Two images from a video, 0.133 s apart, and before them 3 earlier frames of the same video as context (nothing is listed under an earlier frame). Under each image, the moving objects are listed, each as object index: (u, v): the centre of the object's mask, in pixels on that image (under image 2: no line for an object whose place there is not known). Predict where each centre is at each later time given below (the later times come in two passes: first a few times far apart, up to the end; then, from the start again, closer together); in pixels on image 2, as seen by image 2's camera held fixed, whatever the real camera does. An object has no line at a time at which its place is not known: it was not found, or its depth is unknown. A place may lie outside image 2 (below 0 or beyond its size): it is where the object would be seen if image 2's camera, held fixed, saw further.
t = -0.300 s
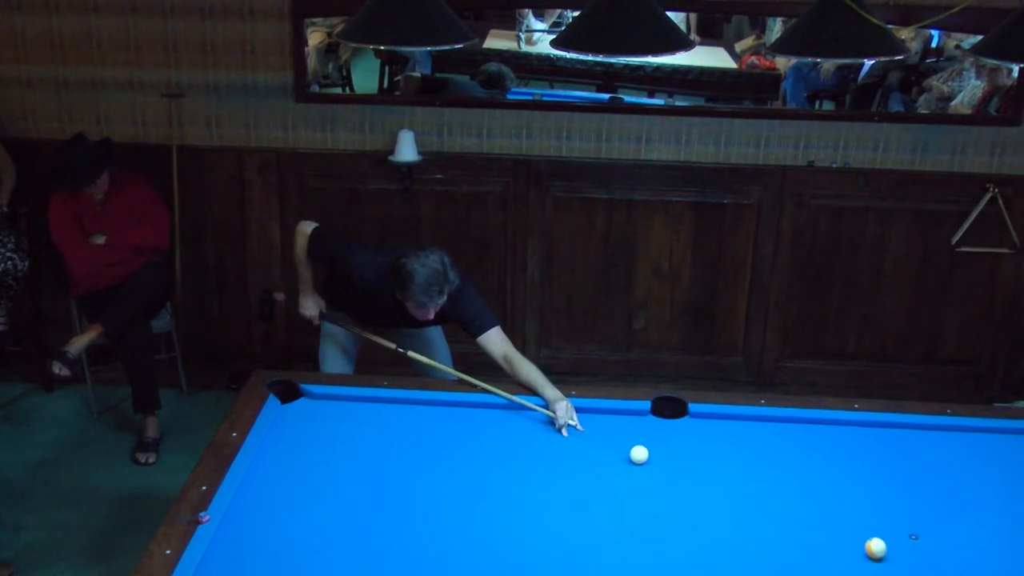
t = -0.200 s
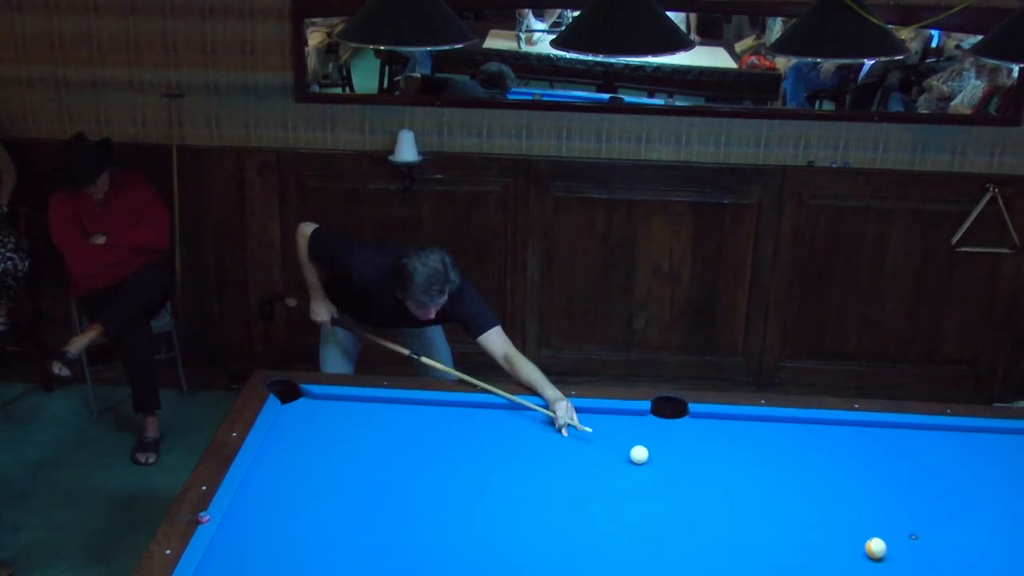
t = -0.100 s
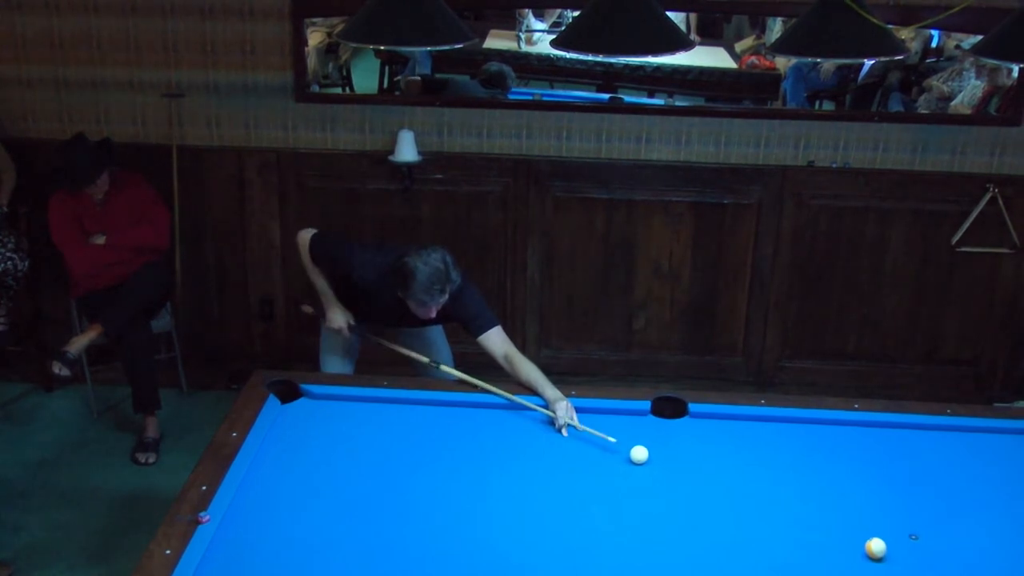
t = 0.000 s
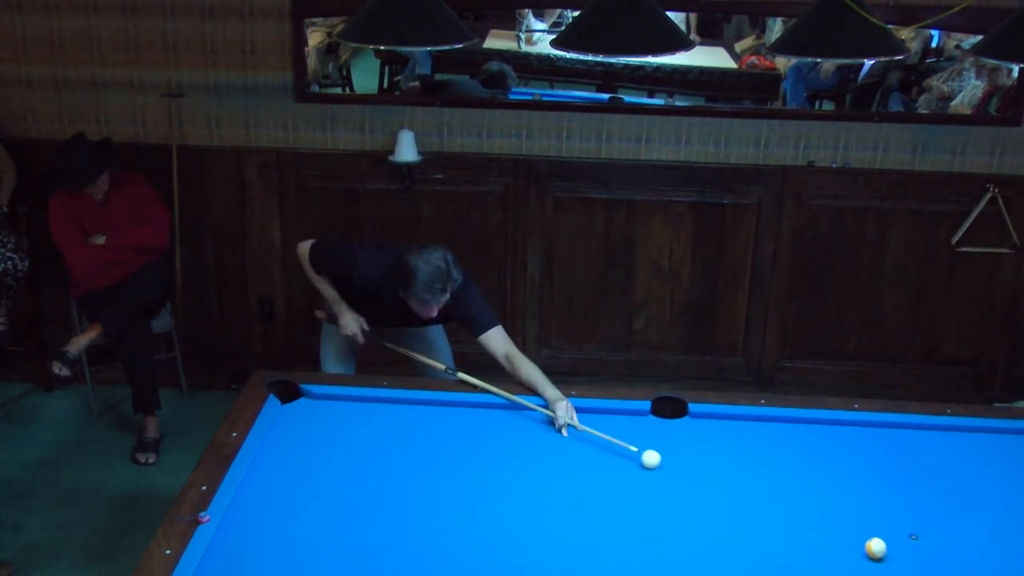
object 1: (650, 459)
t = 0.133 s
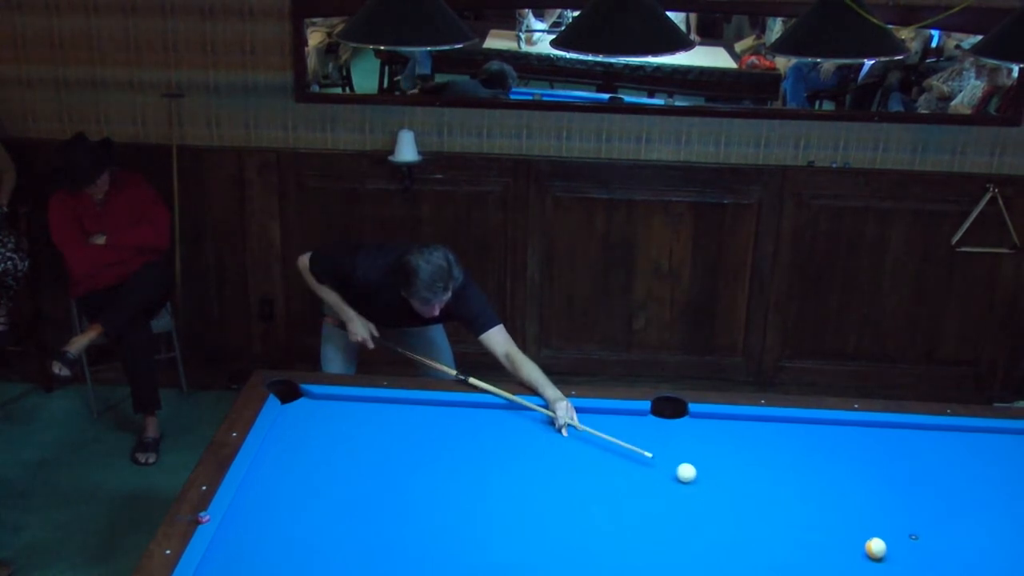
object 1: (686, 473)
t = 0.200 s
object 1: (704, 480)
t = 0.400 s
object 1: (760, 502)
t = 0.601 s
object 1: (817, 525)
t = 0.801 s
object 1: (857, 542)
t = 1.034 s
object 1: (870, 547)
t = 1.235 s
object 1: (880, 552)
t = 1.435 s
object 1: (889, 556)
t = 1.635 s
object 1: (897, 560)
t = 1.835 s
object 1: (904, 563)
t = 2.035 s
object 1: (909, 565)
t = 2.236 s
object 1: (914, 566)
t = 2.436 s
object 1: (917, 567)
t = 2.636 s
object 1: (919, 567)
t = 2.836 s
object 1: (919, 567)
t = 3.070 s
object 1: (919, 567)
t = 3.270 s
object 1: (919, 567)
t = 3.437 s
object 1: (919, 567)
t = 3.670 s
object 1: (919, 567)
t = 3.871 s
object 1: (919, 567)
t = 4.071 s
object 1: (919, 567)
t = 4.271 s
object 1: (919, 567)
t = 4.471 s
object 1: (919, 567)
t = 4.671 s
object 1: (919, 567)
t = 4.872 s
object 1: (919, 567)
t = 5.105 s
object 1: (919, 567)
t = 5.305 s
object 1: (919, 567)
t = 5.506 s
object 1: (919, 567)
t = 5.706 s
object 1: (919, 567)
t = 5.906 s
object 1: (919, 567)
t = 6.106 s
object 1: (919, 567)
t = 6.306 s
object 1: (919, 567)
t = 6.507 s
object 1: (919, 567)
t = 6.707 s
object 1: (919, 567)
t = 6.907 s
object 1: (919, 567)
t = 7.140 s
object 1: (919, 567)
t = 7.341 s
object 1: (919, 567)
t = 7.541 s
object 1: (919, 567)
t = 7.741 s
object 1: (919, 567)
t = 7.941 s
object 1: (919, 567)
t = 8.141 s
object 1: (919, 567)
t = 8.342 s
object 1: (919, 567)
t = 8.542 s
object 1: (919, 567)
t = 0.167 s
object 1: (695, 476)
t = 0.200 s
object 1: (704, 480)
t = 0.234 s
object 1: (713, 484)
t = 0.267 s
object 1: (722, 487)
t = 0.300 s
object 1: (731, 491)
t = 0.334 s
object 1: (741, 494)
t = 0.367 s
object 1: (750, 498)
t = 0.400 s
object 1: (760, 502)
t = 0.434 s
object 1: (769, 506)
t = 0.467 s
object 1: (778, 509)
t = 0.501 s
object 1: (788, 513)
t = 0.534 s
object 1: (798, 517)
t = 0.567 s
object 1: (807, 521)
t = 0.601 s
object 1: (817, 525)
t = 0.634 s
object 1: (827, 529)
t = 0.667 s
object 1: (836, 533)
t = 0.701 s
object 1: (846, 537)
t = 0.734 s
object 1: (855, 540)
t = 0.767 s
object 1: (856, 541)
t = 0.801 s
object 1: (857, 542)
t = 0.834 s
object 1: (859, 542)
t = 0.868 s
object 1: (861, 543)
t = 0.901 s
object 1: (863, 544)
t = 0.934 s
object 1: (865, 545)
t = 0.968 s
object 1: (867, 546)
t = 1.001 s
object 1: (868, 547)
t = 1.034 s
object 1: (870, 547)
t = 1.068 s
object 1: (872, 548)
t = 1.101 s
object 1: (874, 549)
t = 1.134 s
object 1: (875, 550)
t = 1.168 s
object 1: (877, 550)
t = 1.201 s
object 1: (879, 551)
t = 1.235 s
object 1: (880, 552)
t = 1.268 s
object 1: (882, 552)
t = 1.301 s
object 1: (884, 553)
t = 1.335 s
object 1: (885, 554)
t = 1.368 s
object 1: (886, 555)
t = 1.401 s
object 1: (888, 555)
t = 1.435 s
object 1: (889, 556)
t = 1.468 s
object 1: (891, 557)
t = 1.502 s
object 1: (892, 557)
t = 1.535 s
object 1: (893, 558)
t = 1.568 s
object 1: (895, 559)
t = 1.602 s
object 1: (896, 559)
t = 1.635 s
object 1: (897, 560)
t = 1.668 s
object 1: (898, 560)
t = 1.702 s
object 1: (899, 561)
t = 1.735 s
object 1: (900, 561)
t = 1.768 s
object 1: (902, 562)
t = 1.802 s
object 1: (903, 562)
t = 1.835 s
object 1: (904, 563)
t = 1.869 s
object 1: (905, 563)
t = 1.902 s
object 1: (906, 563)
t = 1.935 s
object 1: (907, 564)
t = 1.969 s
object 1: (908, 564)
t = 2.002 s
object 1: (908, 564)
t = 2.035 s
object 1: (909, 565)
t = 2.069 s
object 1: (910, 565)
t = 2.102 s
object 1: (911, 565)
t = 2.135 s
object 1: (912, 565)
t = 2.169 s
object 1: (912, 565)
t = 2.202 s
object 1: (913, 566)
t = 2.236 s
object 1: (914, 566)
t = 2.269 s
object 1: (914, 566)
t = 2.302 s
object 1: (915, 566)
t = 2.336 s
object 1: (915, 566)
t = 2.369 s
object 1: (916, 566)
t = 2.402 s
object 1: (916, 567)
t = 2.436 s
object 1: (917, 567)
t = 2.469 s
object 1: (917, 567)
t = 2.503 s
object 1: (917, 567)
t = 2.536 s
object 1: (918, 567)
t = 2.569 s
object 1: (918, 567)
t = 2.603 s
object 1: (918, 567)
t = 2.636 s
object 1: (919, 567)
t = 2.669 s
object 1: (919, 567)
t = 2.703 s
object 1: (919, 567)
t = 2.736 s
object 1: (919, 567)
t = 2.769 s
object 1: (919, 567)
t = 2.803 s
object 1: (919, 567)
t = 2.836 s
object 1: (919, 567)
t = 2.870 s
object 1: (919, 567)
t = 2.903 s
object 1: (919, 567)
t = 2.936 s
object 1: (919, 567)
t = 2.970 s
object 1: (919, 567)
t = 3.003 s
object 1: (919, 567)
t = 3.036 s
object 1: (919, 567)
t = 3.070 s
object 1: (919, 567)
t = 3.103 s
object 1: (919, 567)
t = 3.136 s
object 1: (919, 567)
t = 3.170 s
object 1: (919, 567)
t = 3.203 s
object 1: (919, 567)
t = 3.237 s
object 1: (919, 567)
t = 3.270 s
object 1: (919, 567)
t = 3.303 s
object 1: (919, 567)
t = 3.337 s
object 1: (919, 567)
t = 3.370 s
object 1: (919, 567)
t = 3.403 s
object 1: (919, 567)
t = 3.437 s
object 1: (919, 567)
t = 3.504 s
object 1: (919, 567)
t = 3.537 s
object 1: (919, 567)
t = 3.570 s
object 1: (919, 567)
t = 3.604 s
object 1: (919, 567)
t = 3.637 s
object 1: (919, 567)
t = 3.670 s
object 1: (919, 567)
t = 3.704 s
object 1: (919, 567)
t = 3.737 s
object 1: (919, 567)
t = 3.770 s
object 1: (919, 567)
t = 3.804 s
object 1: (919, 567)
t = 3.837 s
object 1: (919, 567)
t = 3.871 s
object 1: (919, 567)
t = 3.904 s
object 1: (919, 567)
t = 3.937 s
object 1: (919, 567)
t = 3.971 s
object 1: (919, 567)
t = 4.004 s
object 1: (919, 567)
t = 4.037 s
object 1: (919, 567)
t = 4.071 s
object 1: (919, 567)
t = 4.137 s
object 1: (919, 567)
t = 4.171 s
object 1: (919, 567)
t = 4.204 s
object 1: (919, 567)
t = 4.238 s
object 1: (919, 567)
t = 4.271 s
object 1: (919, 567)
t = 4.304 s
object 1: (919, 567)
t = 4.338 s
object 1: (919, 567)
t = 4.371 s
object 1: (919, 567)
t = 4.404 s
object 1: (919, 567)
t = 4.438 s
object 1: (919, 567)
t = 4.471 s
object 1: (919, 567)
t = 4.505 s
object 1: (919, 567)
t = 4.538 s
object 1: (919, 567)
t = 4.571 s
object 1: (919, 567)
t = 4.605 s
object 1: (919, 567)
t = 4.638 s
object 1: (919, 567)
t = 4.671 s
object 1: (919, 567)
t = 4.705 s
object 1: (919, 567)
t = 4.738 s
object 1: (919, 567)
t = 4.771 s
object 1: (919, 567)
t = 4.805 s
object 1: (919, 567)
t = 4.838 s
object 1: (919, 567)
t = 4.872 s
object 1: (919, 567)
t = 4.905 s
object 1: (919, 567)
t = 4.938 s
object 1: (919, 567)
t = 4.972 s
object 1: (919, 567)
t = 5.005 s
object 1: (919, 567)
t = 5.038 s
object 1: (919, 567)
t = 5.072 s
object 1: (919, 567)
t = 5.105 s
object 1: (919, 567)
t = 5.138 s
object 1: (919, 567)
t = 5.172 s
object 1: (919, 567)
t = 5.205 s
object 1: (919, 567)
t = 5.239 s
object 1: (919, 567)
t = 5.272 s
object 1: (919, 567)
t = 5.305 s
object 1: (919, 567)
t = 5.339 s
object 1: (919, 567)
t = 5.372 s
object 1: (919, 567)
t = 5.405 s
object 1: (919, 567)
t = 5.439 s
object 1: (919, 567)
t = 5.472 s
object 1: (919, 567)
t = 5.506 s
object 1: (919, 567)
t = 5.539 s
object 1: (919, 567)
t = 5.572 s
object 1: (919, 567)
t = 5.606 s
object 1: (919, 567)
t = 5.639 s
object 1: (919, 567)
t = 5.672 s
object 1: (919, 567)
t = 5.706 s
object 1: (919, 567)
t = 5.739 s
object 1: (919, 567)
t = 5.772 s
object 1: (919, 567)
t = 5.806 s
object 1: (919, 567)
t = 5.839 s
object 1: (919, 567)
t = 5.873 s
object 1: (919, 567)
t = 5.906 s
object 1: (919, 567)
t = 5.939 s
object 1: (919, 567)
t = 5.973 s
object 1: (919, 567)
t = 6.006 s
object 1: (919, 567)
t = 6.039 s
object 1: (919, 567)
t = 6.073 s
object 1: (919, 567)
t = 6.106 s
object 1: (919, 567)
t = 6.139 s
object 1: (919, 567)
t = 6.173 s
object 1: (919, 567)
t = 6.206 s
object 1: (919, 567)
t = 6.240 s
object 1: (919, 567)
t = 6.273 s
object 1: (919, 567)
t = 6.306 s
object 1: (919, 567)
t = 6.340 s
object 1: (919, 567)
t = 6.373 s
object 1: (919, 567)
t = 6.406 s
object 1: (919, 567)
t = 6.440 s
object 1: (919, 567)
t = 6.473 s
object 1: (919, 567)
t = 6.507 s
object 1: (919, 567)
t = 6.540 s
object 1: (919, 567)
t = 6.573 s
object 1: (919, 567)
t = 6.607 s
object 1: (919, 567)
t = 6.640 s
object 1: (919, 567)
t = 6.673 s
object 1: (919, 567)
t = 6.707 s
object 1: (919, 567)
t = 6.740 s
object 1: (919, 567)
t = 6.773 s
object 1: (919, 567)
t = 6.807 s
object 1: (919, 567)
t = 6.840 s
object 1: (919, 567)
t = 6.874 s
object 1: (919, 567)
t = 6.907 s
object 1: (919, 567)
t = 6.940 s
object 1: (919, 567)
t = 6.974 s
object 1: (919, 567)
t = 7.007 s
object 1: (919, 567)
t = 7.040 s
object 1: (919, 567)
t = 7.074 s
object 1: (919, 567)
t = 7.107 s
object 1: (919, 567)
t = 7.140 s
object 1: (919, 567)
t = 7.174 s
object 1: (919, 567)
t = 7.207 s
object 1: (919, 567)
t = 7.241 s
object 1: (919, 567)
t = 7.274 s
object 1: (919, 567)
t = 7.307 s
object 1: (919, 567)
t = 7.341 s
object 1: (919, 567)
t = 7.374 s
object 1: (919, 567)
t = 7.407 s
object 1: (919, 567)
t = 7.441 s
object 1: (919, 567)
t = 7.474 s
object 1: (919, 567)
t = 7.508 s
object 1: (919, 567)
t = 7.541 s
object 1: (919, 567)
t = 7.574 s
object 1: (919, 567)
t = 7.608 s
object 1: (919, 567)
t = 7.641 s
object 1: (919, 567)
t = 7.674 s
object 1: (919, 567)
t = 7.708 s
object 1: (919, 567)
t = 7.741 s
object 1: (919, 567)
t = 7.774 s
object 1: (919, 567)
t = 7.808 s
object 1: (919, 567)
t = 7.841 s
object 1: (919, 567)
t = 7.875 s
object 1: (919, 567)
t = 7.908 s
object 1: (919, 567)
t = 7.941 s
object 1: (919, 567)
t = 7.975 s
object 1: (919, 567)
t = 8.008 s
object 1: (919, 567)
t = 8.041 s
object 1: (919, 567)
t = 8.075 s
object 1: (919, 567)
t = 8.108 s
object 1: (919, 567)
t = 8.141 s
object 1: (919, 567)
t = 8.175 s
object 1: (919, 567)
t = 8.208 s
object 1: (919, 567)
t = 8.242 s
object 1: (919, 567)
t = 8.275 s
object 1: (919, 567)
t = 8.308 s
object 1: (919, 567)
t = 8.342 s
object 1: (919, 567)
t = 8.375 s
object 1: (919, 567)
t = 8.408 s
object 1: (919, 567)
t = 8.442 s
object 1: (919, 567)
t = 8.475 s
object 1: (919, 567)
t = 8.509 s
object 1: (919, 567)
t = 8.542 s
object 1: (919, 567)
